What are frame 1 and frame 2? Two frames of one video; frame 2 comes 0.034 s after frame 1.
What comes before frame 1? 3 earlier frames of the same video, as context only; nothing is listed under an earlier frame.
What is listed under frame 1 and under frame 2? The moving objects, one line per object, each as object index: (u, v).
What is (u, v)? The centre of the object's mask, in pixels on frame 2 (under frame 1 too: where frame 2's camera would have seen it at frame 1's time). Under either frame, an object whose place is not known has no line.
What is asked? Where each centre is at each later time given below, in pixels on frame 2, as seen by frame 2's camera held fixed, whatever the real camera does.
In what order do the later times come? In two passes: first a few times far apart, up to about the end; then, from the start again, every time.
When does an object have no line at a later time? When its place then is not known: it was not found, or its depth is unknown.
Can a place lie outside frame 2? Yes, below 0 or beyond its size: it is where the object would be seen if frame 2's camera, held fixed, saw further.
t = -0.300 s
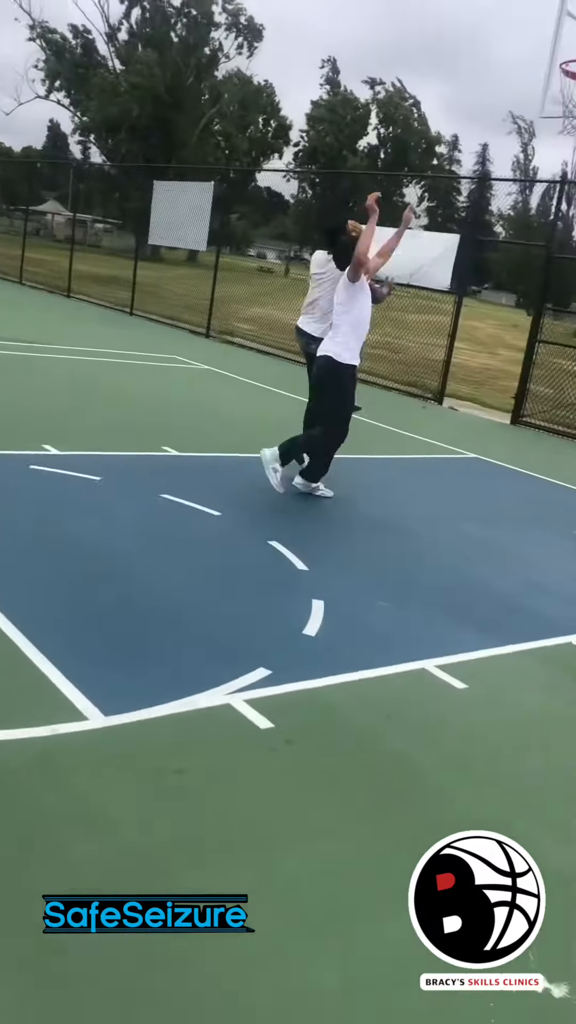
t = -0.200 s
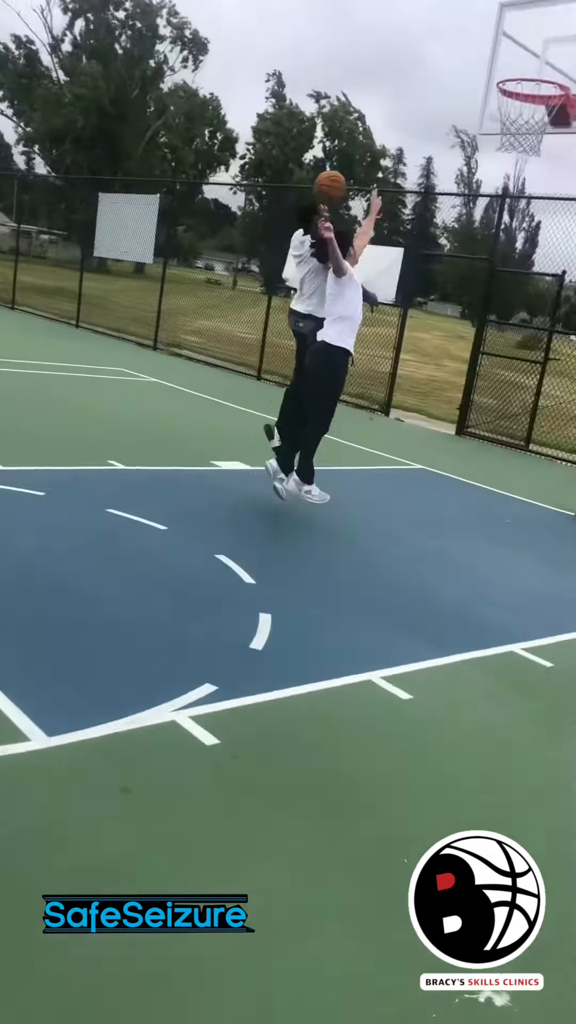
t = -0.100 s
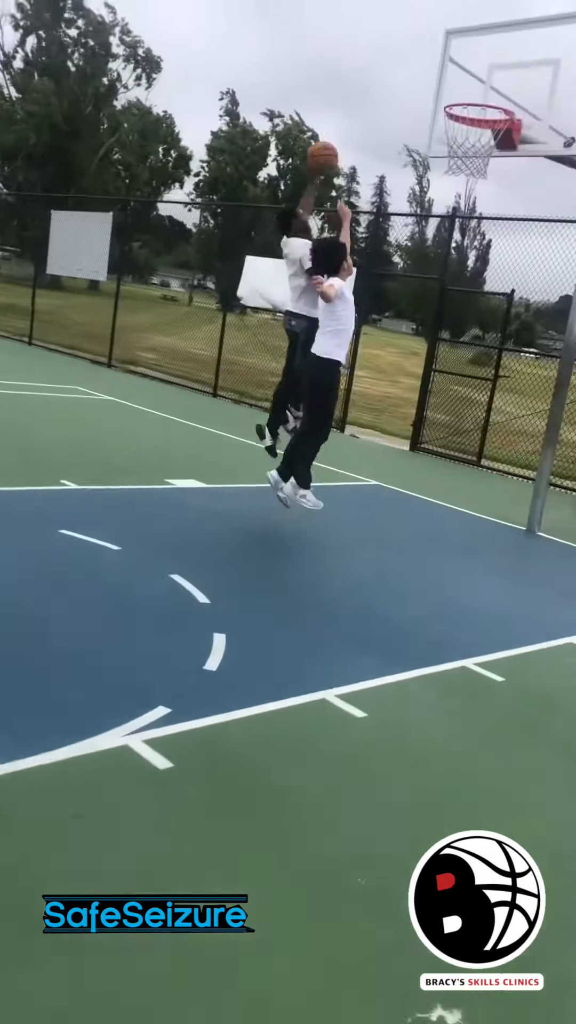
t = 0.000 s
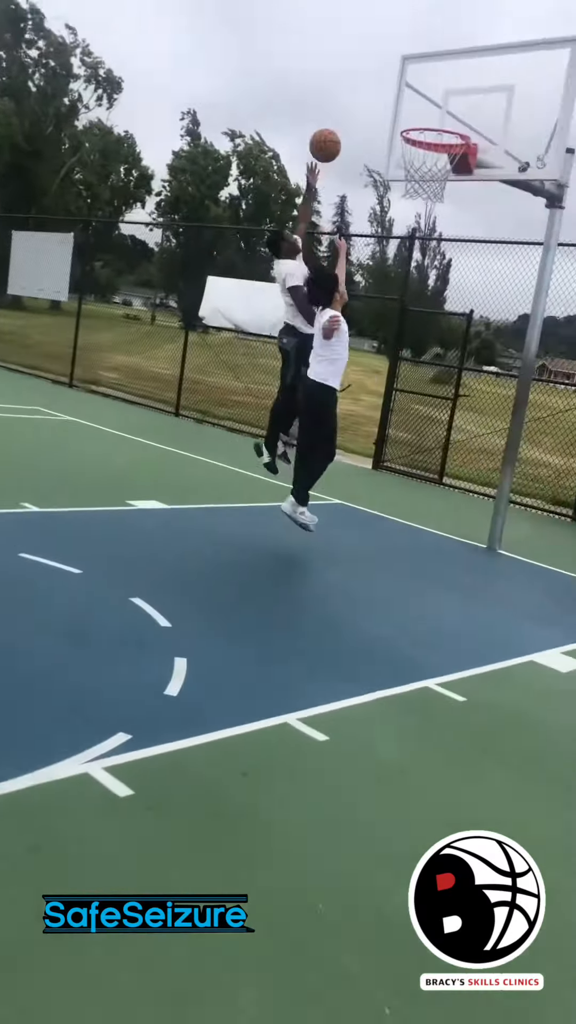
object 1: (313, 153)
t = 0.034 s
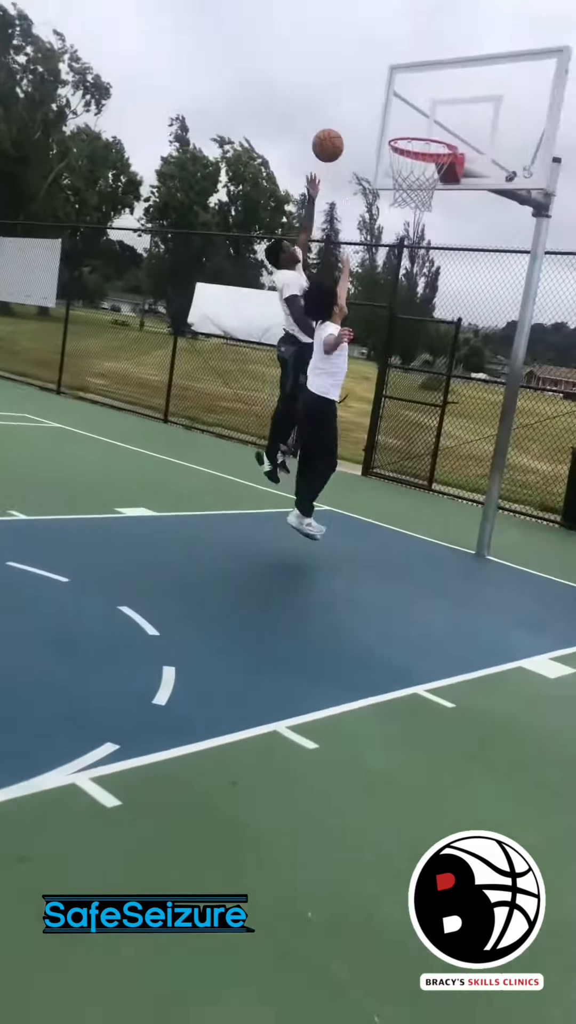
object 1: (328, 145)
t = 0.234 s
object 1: (402, 126)
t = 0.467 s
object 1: (411, 126)
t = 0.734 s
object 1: (413, 158)
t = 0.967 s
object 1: (406, 234)
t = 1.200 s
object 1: (387, 365)
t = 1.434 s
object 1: (361, 548)
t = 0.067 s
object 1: (340, 138)
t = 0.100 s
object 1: (355, 133)
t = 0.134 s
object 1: (368, 130)
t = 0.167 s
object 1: (381, 127)
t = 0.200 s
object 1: (394, 126)
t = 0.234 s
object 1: (402, 126)
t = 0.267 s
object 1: (404, 125)
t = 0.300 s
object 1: (405, 125)
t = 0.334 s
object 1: (406, 127)
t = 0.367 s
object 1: (407, 133)
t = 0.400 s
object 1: (408, 133)
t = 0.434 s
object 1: (410, 130)
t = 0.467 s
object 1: (411, 126)
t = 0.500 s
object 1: (413, 126)
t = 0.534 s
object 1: (414, 126)
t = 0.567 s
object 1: (414, 129)
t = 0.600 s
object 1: (415, 133)
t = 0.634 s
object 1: (415, 139)
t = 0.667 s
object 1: (415, 146)
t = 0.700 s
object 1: (414, 151)
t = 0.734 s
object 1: (413, 158)
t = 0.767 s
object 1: (413, 166)
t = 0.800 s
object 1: (412, 175)
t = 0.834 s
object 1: (411, 186)
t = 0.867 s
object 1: (410, 197)
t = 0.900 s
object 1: (409, 206)
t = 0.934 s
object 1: (407, 221)
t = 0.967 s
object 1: (406, 234)
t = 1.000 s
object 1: (403, 249)
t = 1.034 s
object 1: (401, 265)
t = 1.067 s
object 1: (399, 283)
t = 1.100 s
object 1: (396, 301)
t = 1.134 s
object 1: (394, 322)
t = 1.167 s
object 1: (390, 343)
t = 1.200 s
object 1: (387, 365)
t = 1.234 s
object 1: (383, 389)
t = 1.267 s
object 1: (380, 414)
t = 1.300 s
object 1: (377, 439)
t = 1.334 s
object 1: (373, 466)
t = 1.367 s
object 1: (369, 493)
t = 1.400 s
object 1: (365, 522)
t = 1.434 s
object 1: (361, 548)
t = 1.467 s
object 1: (366, 527)
